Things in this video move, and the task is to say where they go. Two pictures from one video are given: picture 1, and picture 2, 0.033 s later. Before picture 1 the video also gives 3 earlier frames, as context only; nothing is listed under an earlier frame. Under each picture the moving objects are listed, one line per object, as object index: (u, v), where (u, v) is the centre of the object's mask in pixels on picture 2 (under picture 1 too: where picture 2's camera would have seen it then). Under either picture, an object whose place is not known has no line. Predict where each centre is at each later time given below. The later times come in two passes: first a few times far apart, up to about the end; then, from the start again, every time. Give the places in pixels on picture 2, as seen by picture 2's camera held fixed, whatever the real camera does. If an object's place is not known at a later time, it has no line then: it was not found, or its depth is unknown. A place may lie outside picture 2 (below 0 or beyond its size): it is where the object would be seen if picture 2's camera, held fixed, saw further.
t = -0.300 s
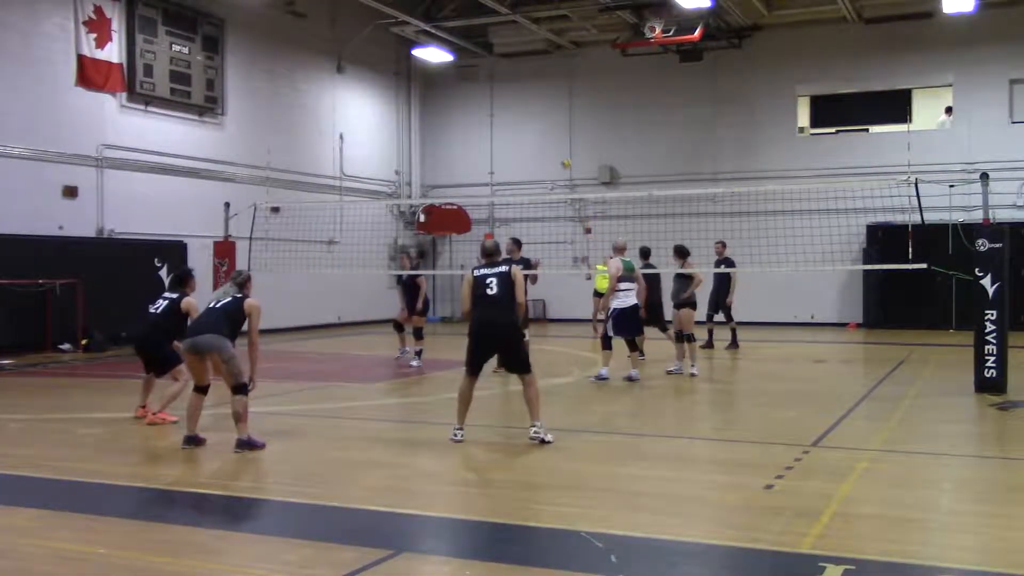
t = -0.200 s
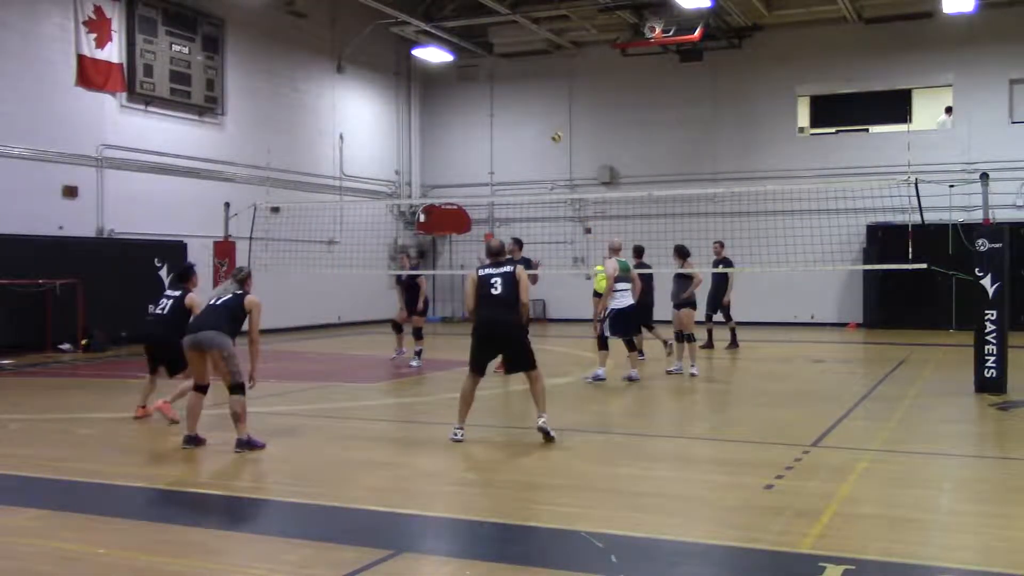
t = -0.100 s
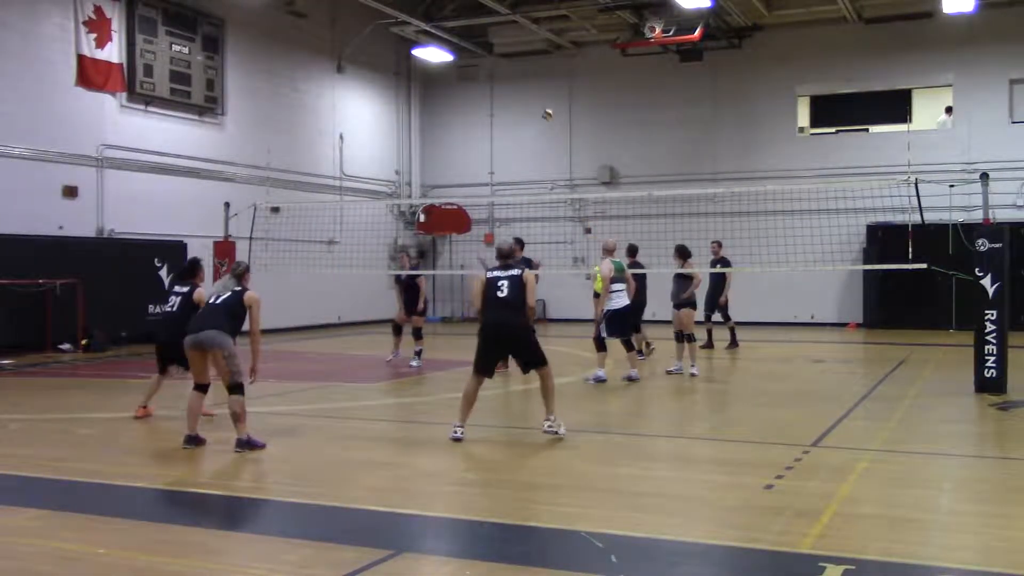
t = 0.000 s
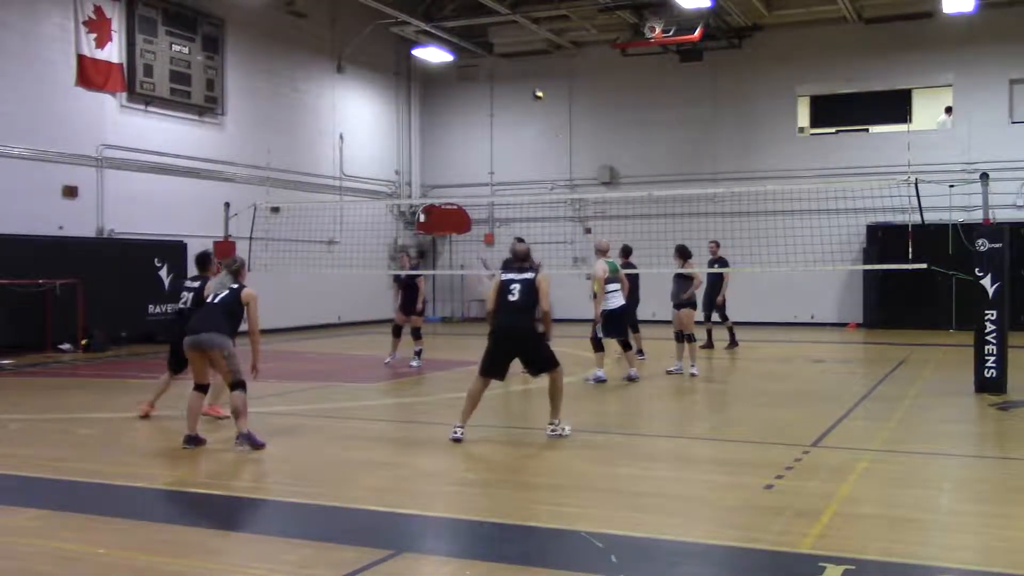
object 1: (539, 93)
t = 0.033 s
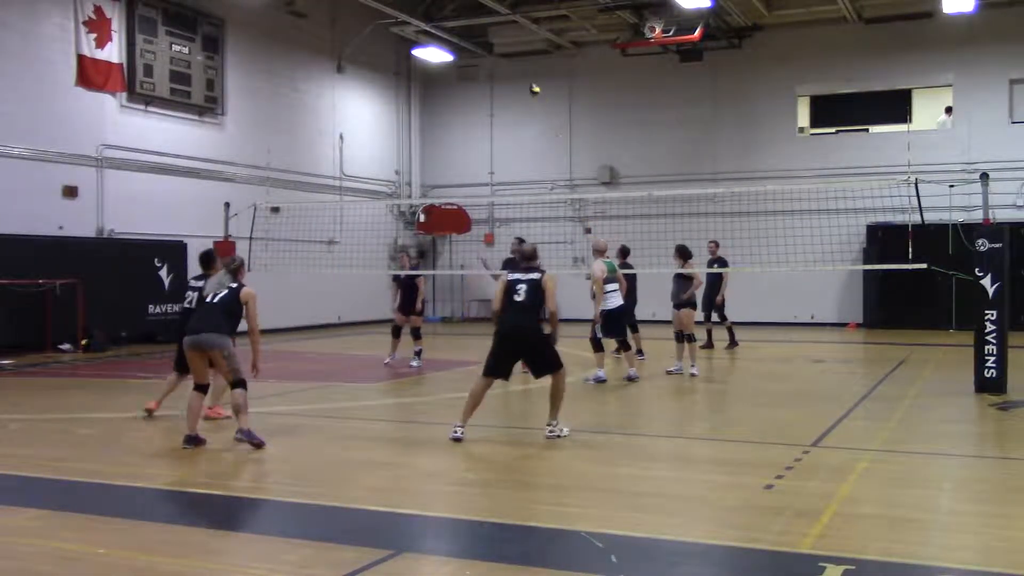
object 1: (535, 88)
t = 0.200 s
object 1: (518, 73)
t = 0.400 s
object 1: (496, 76)
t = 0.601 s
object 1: (470, 108)
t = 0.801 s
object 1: (441, 179)
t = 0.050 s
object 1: (534, 86)
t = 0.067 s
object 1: (533, 84)
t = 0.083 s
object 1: (532, 81)
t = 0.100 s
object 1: (531, 80)
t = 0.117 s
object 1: (529, 78)
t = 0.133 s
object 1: (527, 77)
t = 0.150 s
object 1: (523, 76)
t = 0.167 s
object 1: (521, 75)
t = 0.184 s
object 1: (520, 74)
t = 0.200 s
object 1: (518, 73)
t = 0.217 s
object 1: (515, 72)
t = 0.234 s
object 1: (513, 71)
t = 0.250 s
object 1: (511, 71)
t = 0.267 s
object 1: (510, 71)
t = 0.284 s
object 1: (508, 71)
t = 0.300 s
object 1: (506, 71)
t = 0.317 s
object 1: (504, 72)
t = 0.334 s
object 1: (503, 72)
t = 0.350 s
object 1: (502, 73)
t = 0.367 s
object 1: (500, 74)
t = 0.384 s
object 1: (498, 75)
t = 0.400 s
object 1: (496, 76)
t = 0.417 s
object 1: (494, 78)
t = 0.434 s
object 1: (492, 78)
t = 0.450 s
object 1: (490, 81)
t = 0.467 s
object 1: (487, 83)
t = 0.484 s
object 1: (485, 85)
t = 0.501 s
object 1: (483, 88)
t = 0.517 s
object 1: (480, 91)
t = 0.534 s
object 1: (478, 93)
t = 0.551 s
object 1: (476, 97)
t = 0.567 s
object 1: (473, 101)
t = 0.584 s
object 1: (472, 105)
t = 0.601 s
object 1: (470, 108)
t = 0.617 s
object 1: (468, 113)
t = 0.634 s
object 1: (467, 118)
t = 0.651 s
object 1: (464, 121)
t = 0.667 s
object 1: (462, 128)
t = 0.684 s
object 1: (459, 133)
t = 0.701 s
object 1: (457, 138)
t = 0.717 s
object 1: (454, 145)
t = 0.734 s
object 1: (451, 151)
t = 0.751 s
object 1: (449, 158)
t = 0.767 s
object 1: (446, 166)
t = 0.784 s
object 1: (444, 176)
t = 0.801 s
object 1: (441, 179)
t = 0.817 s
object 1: (439, 183)
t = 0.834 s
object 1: (436, 196)
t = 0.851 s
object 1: (435, 205)
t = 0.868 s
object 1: (433, 214)
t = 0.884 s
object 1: (431, 221)
